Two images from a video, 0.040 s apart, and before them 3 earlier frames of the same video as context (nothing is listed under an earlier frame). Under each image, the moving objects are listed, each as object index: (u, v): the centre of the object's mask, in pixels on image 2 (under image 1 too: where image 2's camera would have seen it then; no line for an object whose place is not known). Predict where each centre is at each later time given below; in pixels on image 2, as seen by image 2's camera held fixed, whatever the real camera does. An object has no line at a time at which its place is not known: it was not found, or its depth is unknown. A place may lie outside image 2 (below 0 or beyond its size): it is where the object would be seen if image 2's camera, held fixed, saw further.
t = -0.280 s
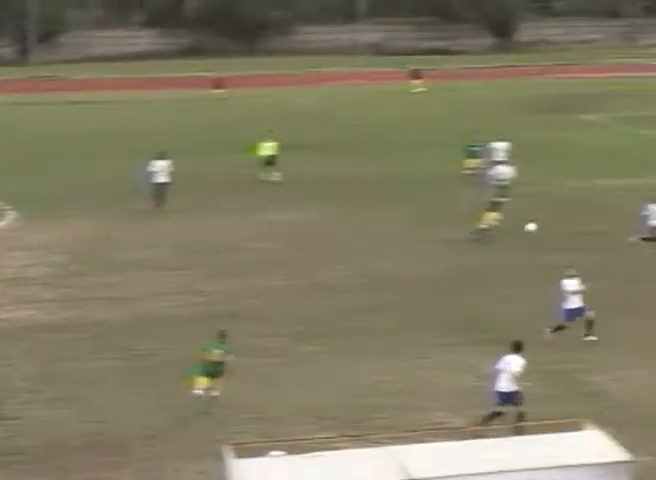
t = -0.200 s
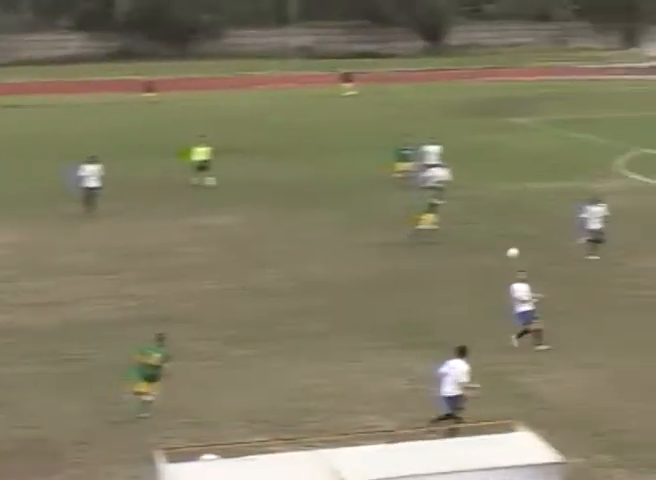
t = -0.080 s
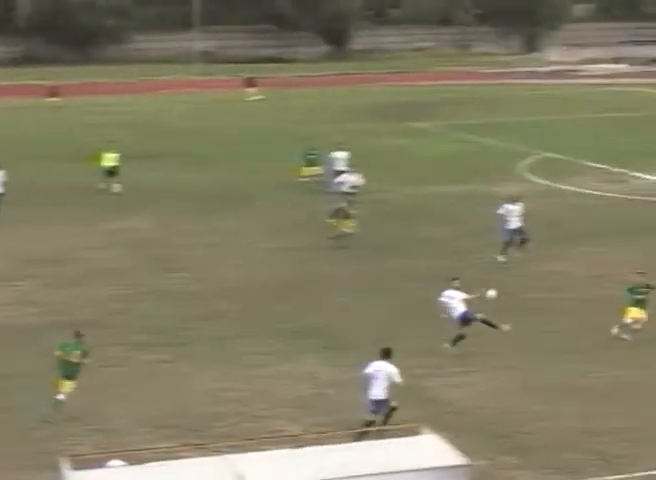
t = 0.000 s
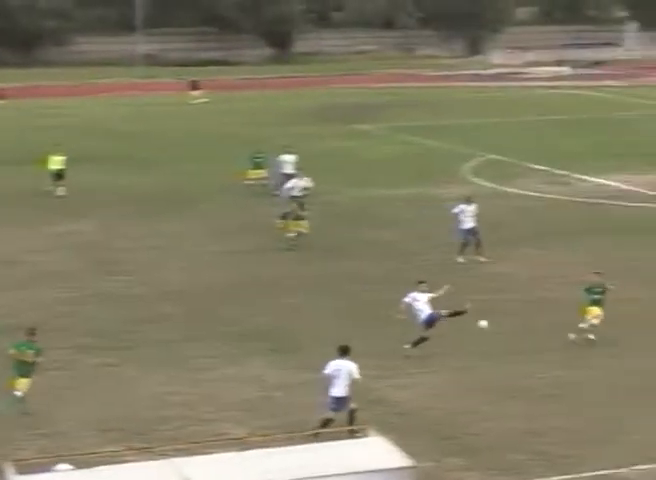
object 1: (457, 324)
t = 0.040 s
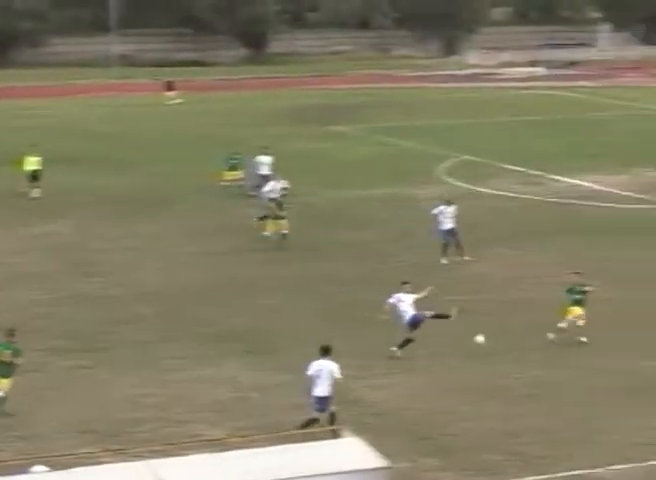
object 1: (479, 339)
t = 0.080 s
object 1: (497, 348)
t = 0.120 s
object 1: (510, 333)
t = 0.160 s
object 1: (522, 319)
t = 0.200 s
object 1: (534, 307)
